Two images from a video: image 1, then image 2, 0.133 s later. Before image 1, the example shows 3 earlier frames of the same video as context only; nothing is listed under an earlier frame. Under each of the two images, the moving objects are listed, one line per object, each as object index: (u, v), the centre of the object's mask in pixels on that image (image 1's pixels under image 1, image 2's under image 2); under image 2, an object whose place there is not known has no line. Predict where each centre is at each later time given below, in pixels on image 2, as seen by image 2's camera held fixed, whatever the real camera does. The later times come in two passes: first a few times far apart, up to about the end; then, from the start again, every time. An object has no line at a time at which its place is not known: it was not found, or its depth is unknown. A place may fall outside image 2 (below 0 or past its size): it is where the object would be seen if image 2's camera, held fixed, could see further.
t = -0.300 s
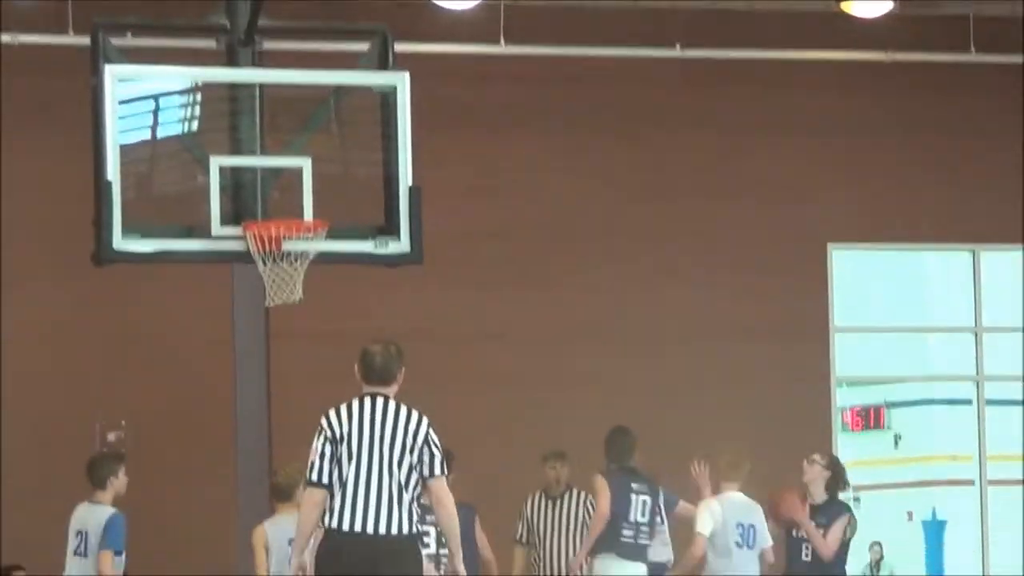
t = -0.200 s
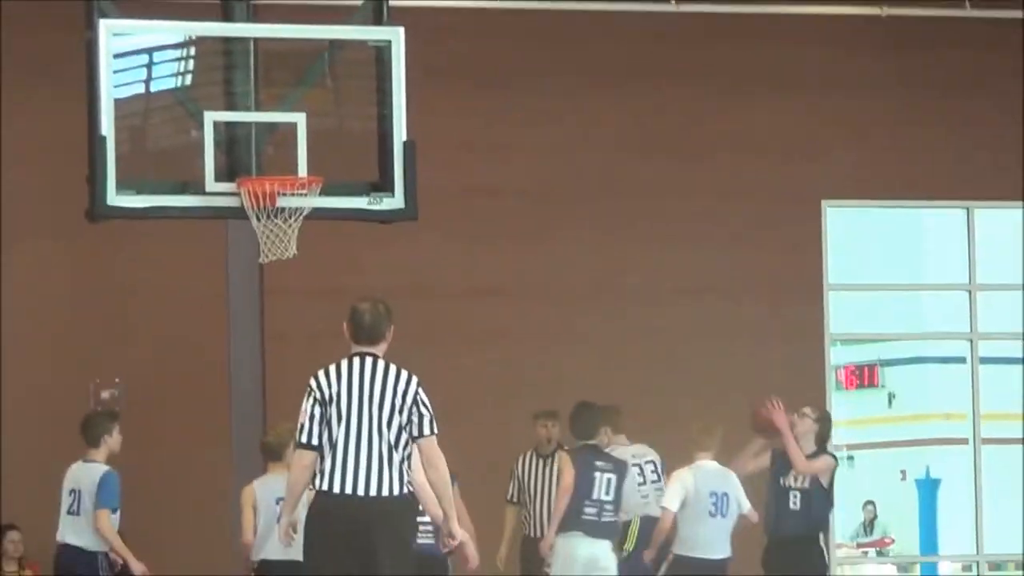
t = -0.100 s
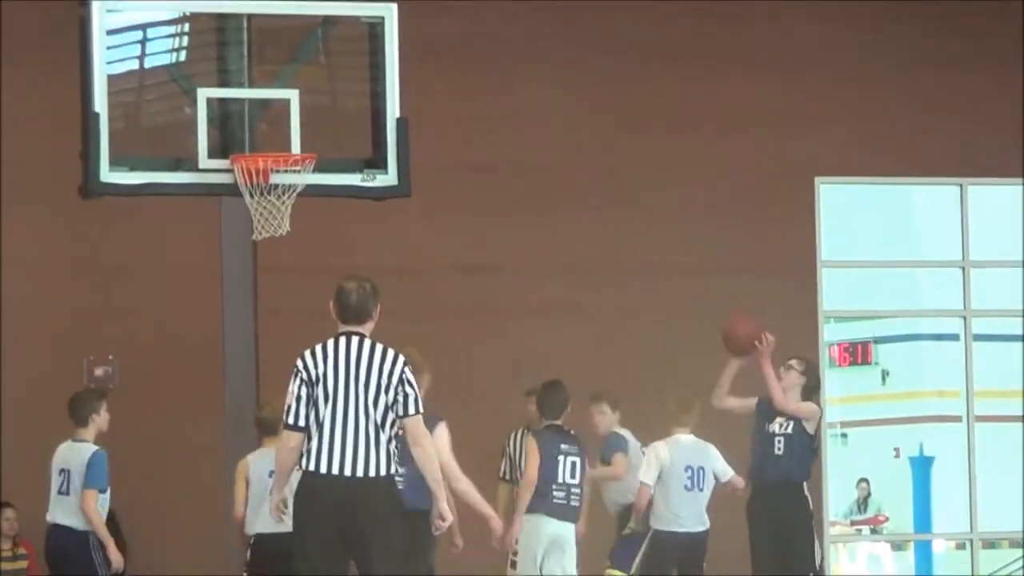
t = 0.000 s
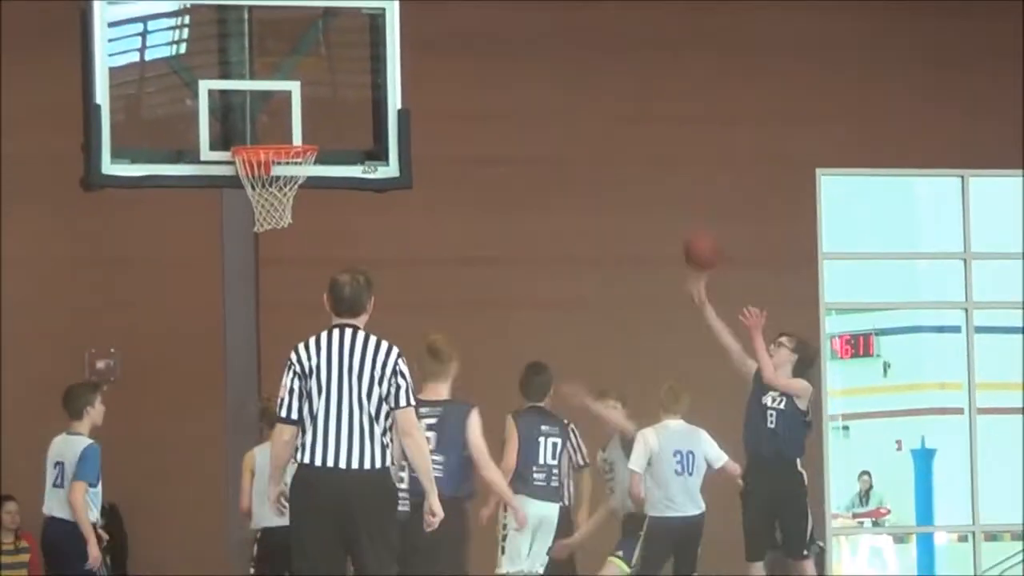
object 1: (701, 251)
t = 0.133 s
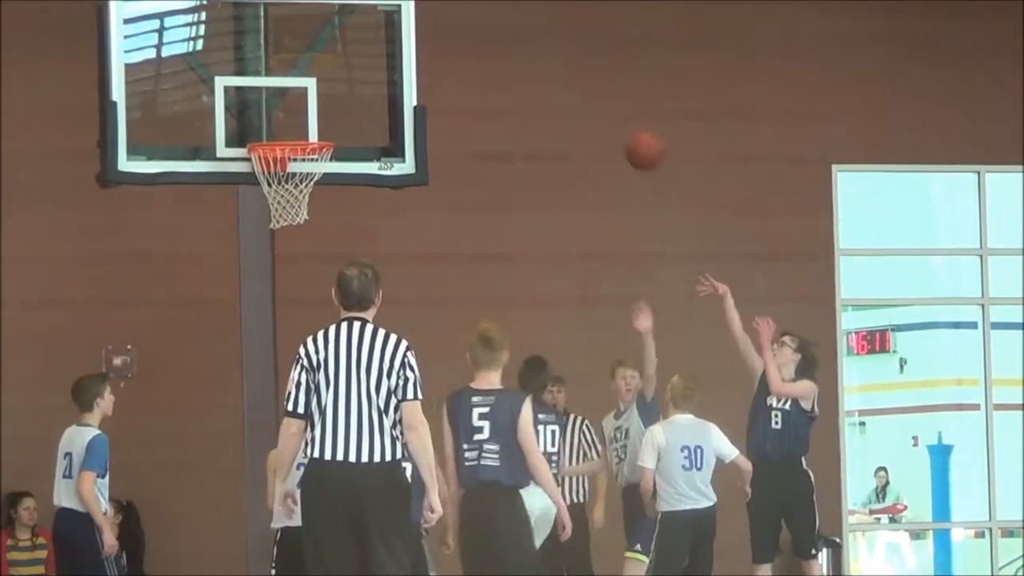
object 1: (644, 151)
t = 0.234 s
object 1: (591, 97)
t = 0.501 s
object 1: (446, 34)
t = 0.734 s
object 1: (319, 74)
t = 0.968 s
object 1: (307, 96)
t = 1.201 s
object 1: (403, 99)
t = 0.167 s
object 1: (627, 131)
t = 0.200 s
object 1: (609, 114)
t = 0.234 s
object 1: (591, 97)
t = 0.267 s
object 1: (572, 83)
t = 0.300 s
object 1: (555, 71)
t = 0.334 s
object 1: (536, 59)
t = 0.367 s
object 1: (518, 52)
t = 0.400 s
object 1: (500, 45)
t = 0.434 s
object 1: (482, 39)
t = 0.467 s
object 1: (465, 36)
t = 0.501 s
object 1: (446, 34)
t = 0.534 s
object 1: (429, 34)
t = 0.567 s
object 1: (409, 36)
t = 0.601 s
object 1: (391, 40)
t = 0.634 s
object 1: (373, 47)
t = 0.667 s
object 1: (355, 54)
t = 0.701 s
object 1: (335, 64)
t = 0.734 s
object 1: (319, 74)
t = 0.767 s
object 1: (300, 89)
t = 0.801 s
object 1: (283, 105)
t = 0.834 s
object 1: (266, 123)
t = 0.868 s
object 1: (266, 122)
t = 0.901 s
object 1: (279, 112)
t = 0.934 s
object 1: (293, 103)
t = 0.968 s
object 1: (307, 96)
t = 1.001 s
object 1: (319, 91)
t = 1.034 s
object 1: (334, 87)
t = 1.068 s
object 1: (348, 88)
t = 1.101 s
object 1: (361, 88)
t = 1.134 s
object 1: (376, 89)
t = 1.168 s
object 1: (388, 92)
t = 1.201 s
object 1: (403, 99)
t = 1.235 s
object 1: (418, 108)
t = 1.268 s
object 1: (433, 117)
